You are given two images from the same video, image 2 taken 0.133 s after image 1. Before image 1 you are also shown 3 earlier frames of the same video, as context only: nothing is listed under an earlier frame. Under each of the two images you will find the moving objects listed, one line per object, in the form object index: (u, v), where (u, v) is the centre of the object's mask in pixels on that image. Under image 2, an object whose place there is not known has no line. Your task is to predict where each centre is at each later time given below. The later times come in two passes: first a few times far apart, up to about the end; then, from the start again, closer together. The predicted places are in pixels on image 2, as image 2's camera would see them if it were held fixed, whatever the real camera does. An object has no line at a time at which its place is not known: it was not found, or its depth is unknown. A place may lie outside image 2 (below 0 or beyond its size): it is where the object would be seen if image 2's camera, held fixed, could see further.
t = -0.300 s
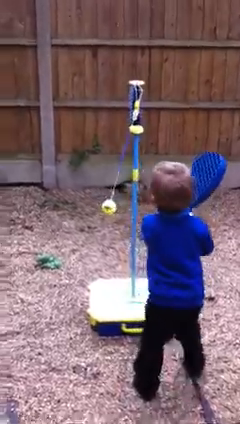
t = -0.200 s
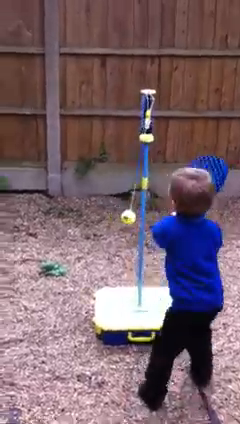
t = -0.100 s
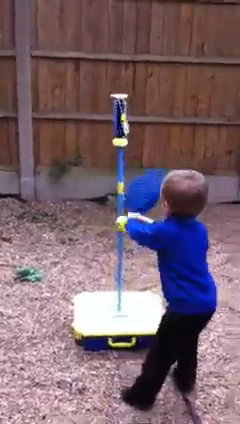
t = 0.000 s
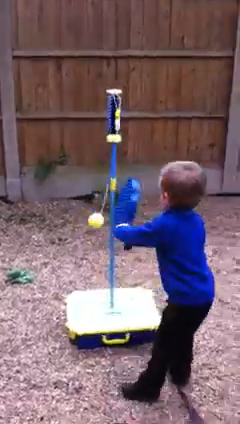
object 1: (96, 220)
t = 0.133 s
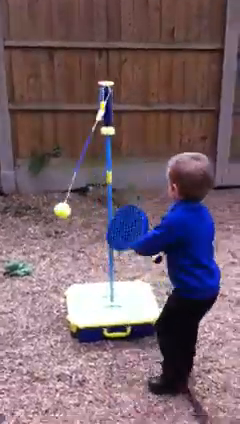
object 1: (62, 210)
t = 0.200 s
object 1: (53, 208)
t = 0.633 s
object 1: (89, 213)
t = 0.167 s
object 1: (57, 209)
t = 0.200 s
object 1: (53, 208)
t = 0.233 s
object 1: (50, 205)
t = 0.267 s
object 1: (47, 203)
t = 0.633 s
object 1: (89, 213)
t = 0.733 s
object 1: (103, 210)
